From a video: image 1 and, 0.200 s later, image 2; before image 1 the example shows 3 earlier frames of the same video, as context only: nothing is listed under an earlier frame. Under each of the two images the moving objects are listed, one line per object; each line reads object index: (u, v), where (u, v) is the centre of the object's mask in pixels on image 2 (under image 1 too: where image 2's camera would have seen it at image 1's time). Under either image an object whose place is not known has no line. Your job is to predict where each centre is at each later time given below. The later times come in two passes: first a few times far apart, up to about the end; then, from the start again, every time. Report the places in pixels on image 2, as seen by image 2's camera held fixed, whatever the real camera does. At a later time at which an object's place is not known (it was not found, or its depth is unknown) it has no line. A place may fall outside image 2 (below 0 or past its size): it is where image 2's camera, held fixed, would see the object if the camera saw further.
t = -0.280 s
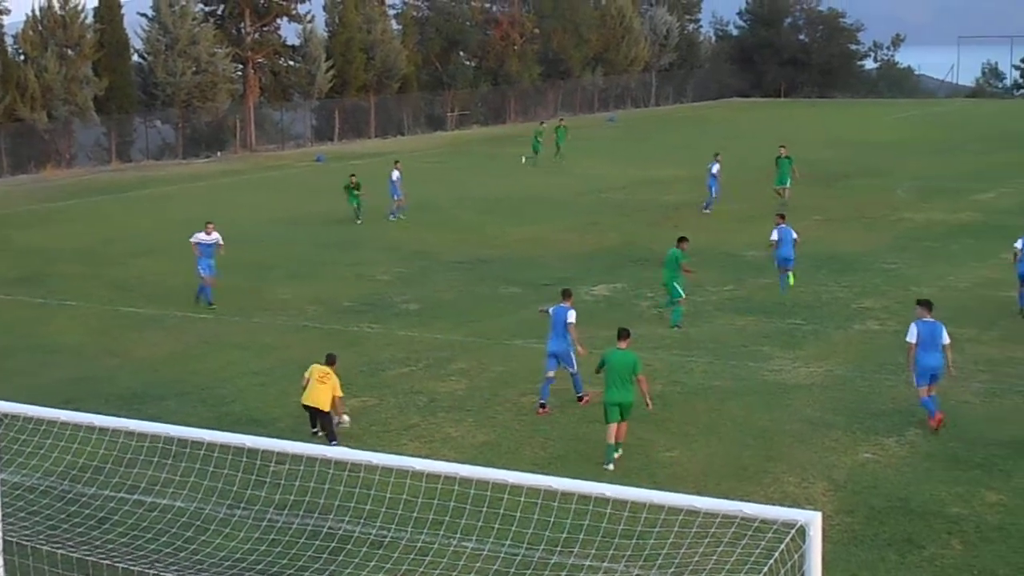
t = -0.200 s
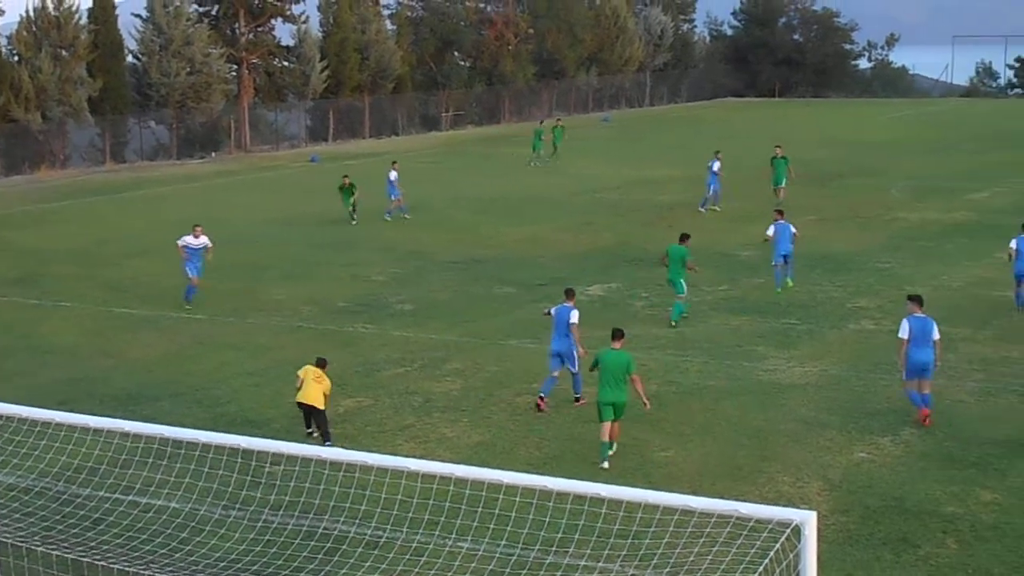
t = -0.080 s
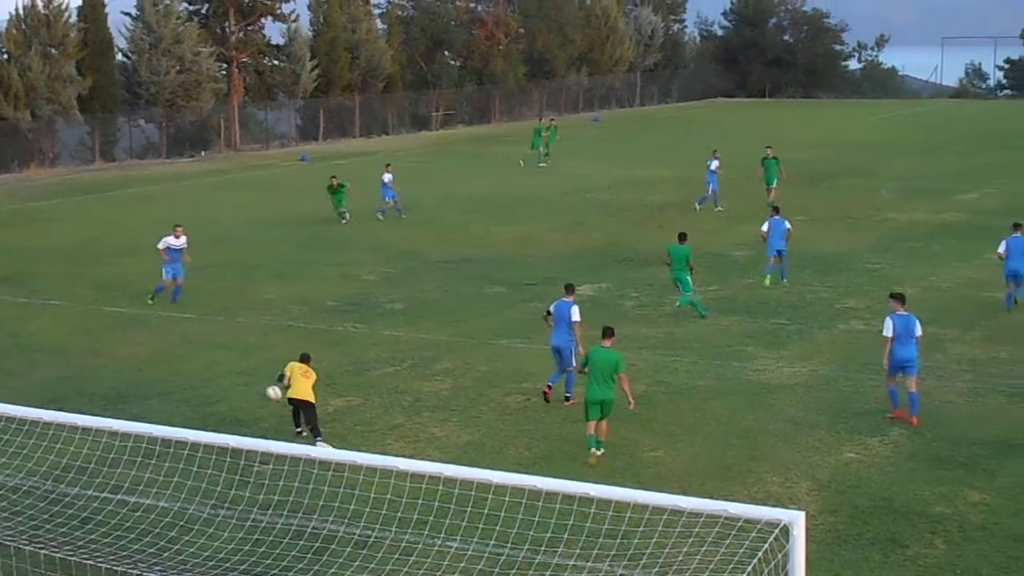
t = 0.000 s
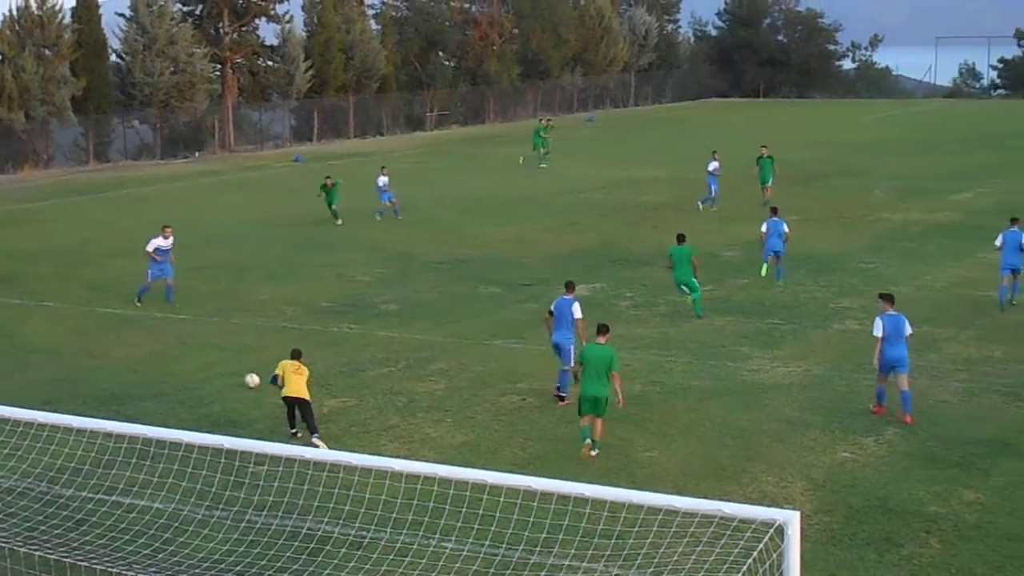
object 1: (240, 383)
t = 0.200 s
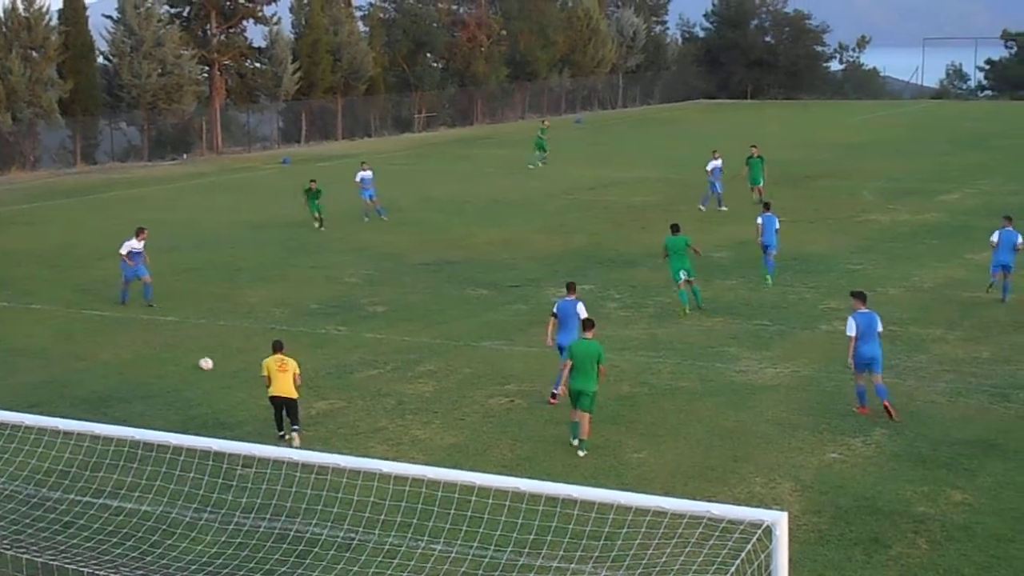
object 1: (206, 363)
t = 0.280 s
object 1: (195, 354)
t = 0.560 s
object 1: (163, 335)
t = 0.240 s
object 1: (200, 358)
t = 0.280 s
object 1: (195, 354)
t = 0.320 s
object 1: (190, 350)
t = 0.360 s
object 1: (184, 348)
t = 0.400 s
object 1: (180, 348)
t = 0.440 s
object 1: (175, 345)
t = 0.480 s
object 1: (171, 341)
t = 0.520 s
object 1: (167, 338)
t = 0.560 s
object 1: (163, 335)
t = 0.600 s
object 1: (160, 333)
